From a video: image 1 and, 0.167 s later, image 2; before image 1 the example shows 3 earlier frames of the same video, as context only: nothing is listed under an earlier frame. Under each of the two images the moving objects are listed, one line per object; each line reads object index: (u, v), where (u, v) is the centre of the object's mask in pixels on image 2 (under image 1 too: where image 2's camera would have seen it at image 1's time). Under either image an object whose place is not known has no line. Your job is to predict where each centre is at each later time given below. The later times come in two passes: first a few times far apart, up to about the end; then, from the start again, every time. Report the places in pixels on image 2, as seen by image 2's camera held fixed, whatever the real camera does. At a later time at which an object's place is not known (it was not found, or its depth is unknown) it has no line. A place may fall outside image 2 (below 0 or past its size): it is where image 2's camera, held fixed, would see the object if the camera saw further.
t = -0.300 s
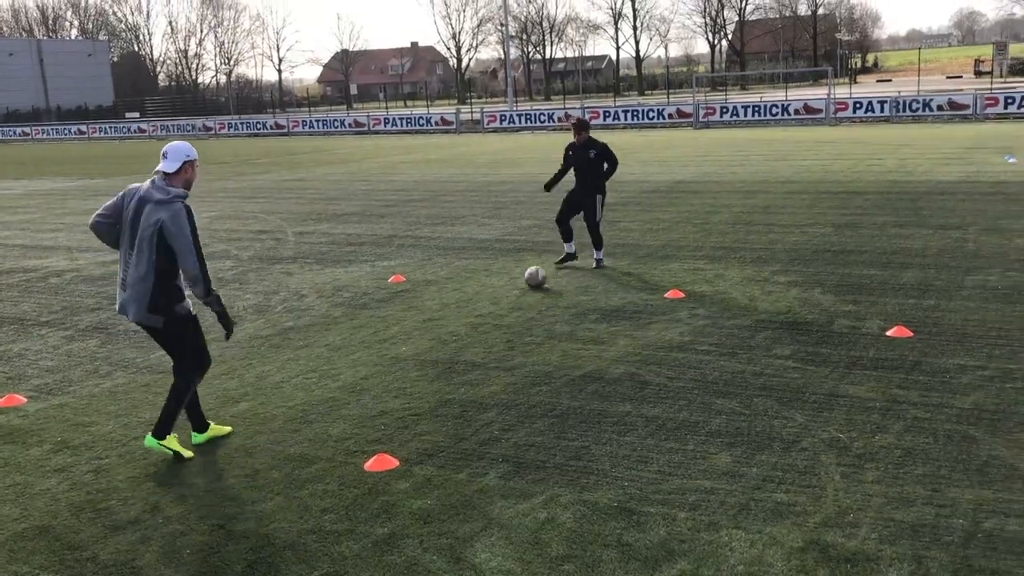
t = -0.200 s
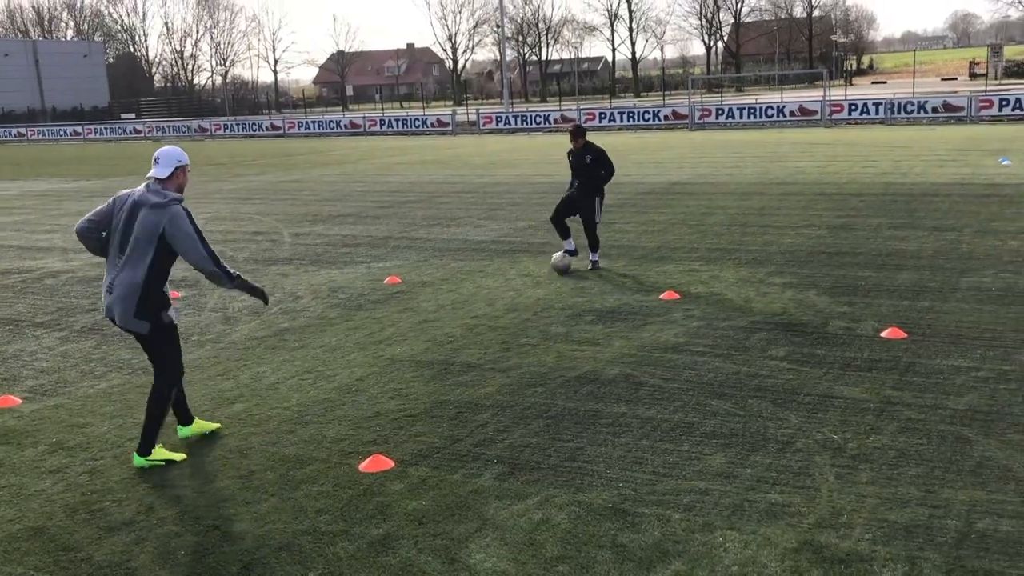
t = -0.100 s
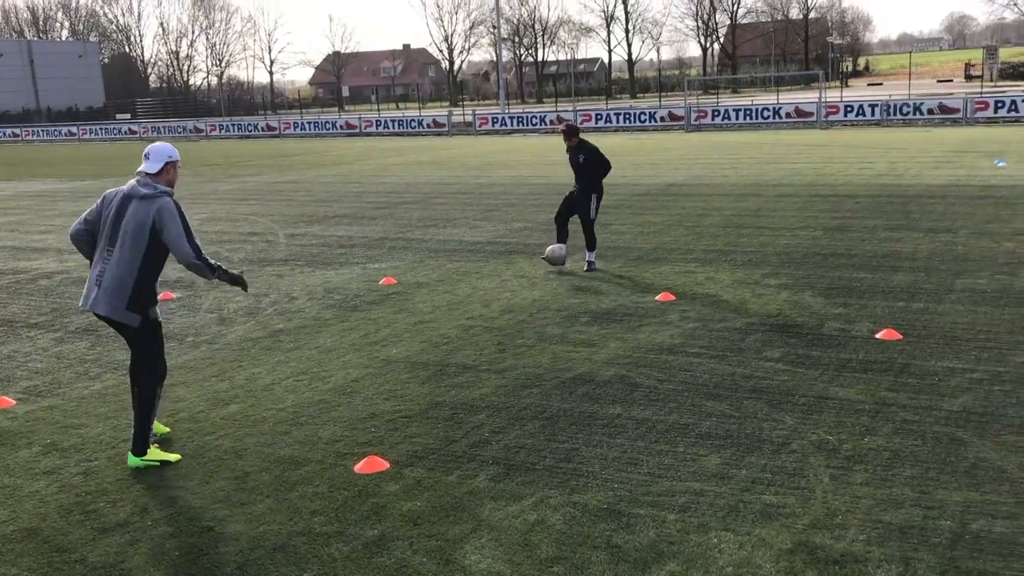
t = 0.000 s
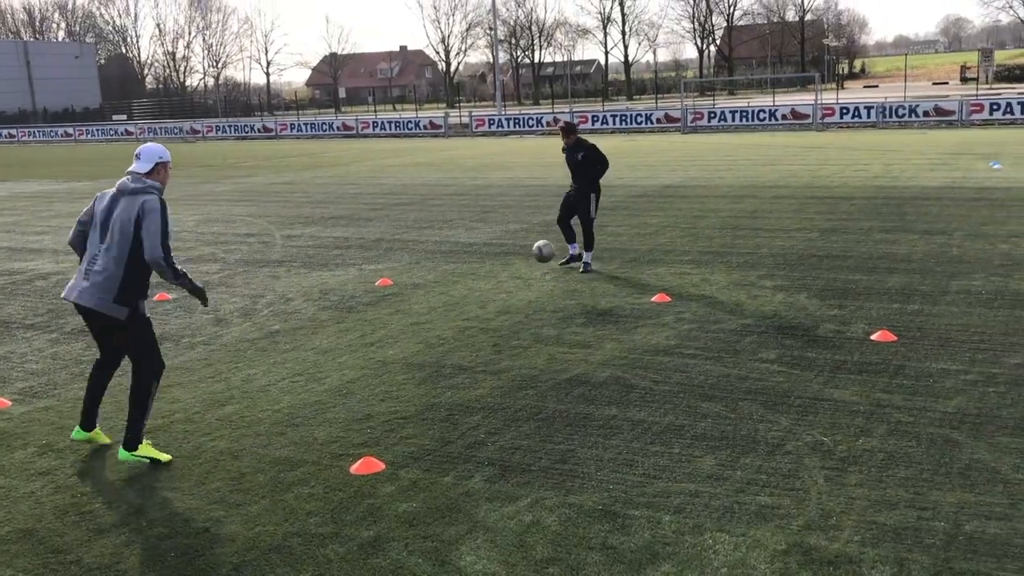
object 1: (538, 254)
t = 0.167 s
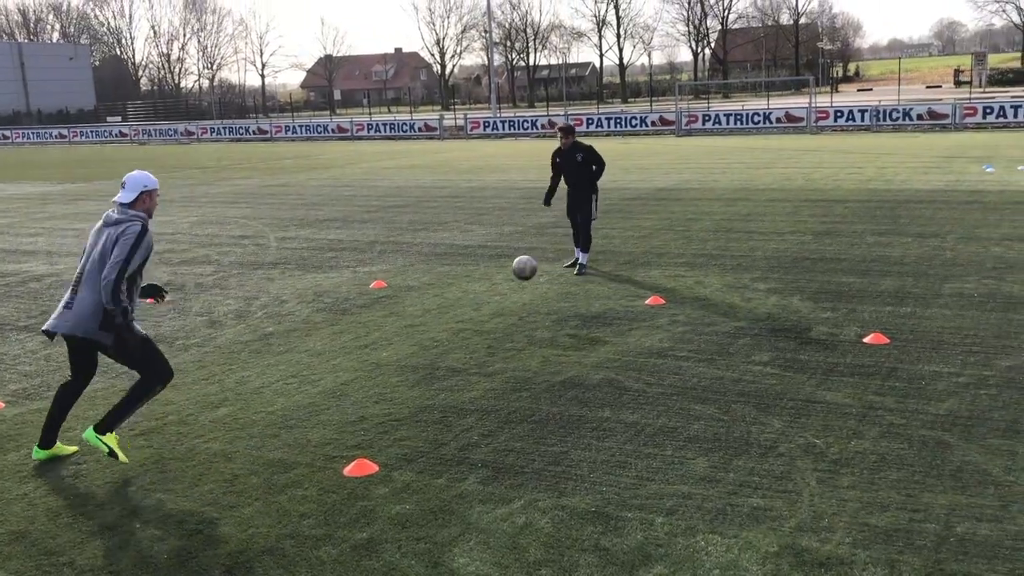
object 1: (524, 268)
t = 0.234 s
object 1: (518, 283)
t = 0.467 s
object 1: (495, 331)
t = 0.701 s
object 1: (465, 376)
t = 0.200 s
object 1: (522, 274)
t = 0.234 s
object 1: (518, 283)
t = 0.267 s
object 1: (515, 293)
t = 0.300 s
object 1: (513, 305)
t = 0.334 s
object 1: (509, 318)
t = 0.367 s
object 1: (506, 333)
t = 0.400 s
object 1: (502, 334)
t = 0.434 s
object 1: (499, 332)
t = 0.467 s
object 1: (495, 331)
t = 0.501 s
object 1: (491, 332)
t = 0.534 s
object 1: (487, 335)
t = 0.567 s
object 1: (483, 340)
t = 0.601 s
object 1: (479, 346)
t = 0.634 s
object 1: (474, 353)
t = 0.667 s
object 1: (470, 364)
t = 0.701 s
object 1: (465, 376)
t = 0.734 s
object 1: (461, 391)
